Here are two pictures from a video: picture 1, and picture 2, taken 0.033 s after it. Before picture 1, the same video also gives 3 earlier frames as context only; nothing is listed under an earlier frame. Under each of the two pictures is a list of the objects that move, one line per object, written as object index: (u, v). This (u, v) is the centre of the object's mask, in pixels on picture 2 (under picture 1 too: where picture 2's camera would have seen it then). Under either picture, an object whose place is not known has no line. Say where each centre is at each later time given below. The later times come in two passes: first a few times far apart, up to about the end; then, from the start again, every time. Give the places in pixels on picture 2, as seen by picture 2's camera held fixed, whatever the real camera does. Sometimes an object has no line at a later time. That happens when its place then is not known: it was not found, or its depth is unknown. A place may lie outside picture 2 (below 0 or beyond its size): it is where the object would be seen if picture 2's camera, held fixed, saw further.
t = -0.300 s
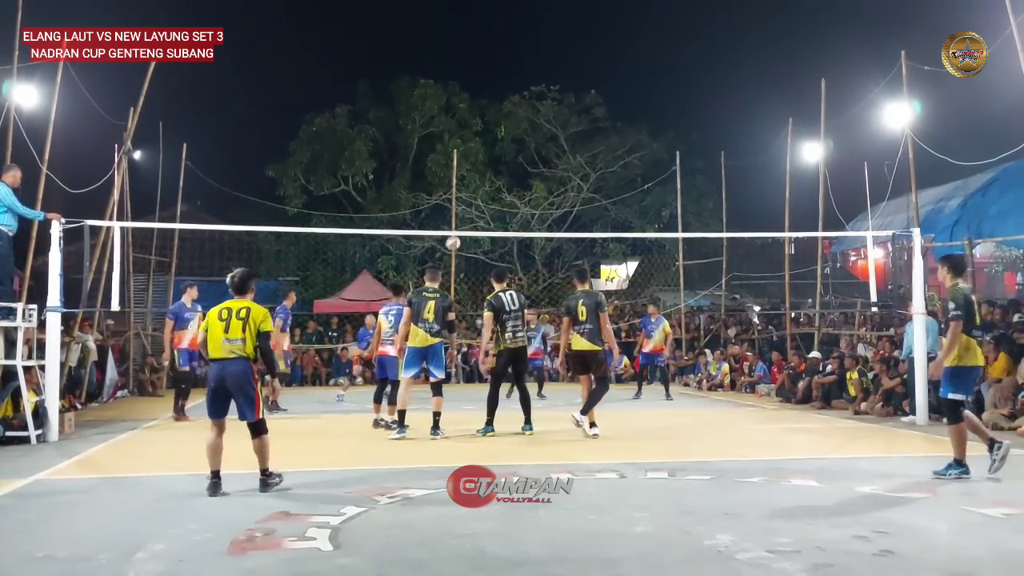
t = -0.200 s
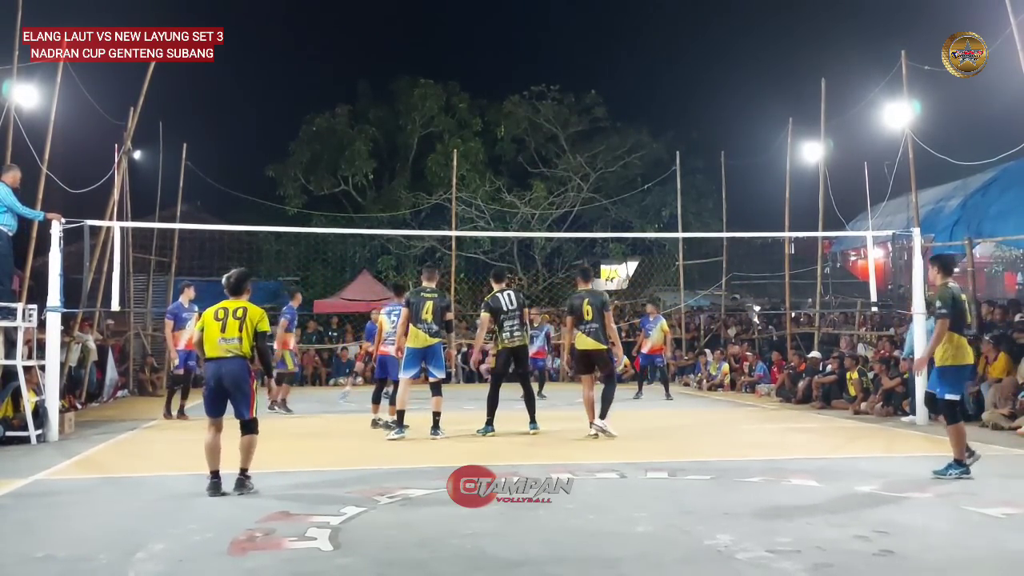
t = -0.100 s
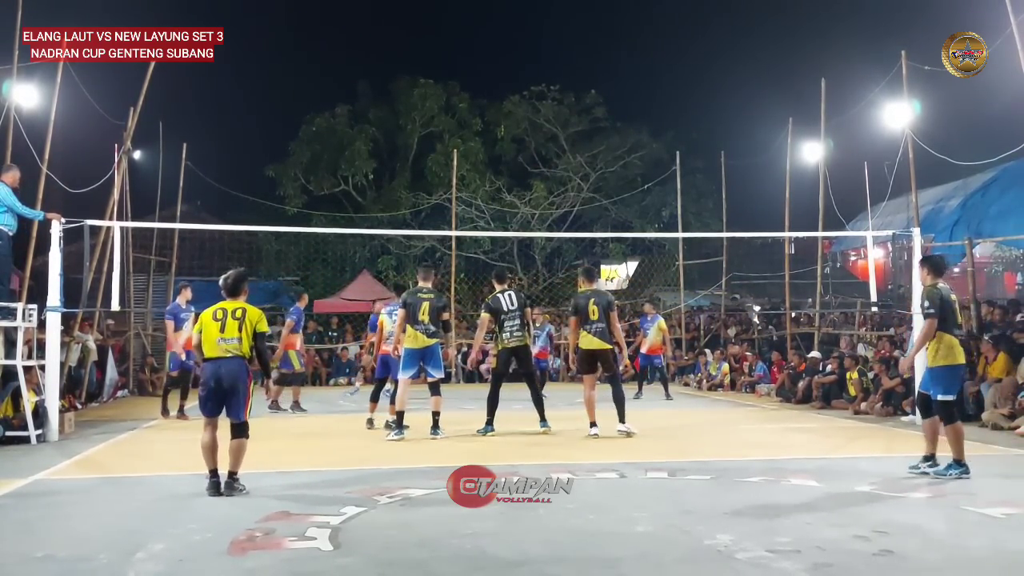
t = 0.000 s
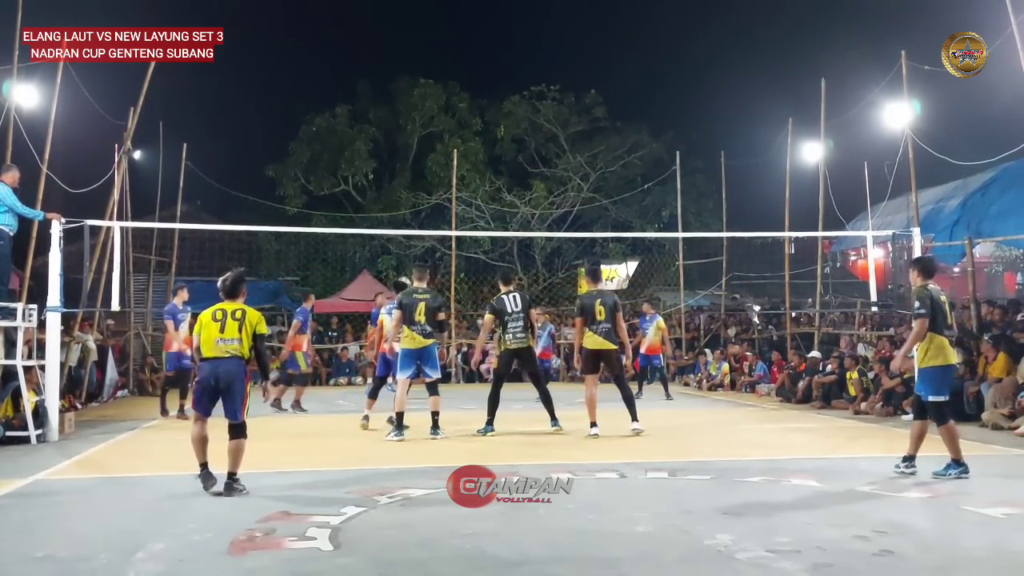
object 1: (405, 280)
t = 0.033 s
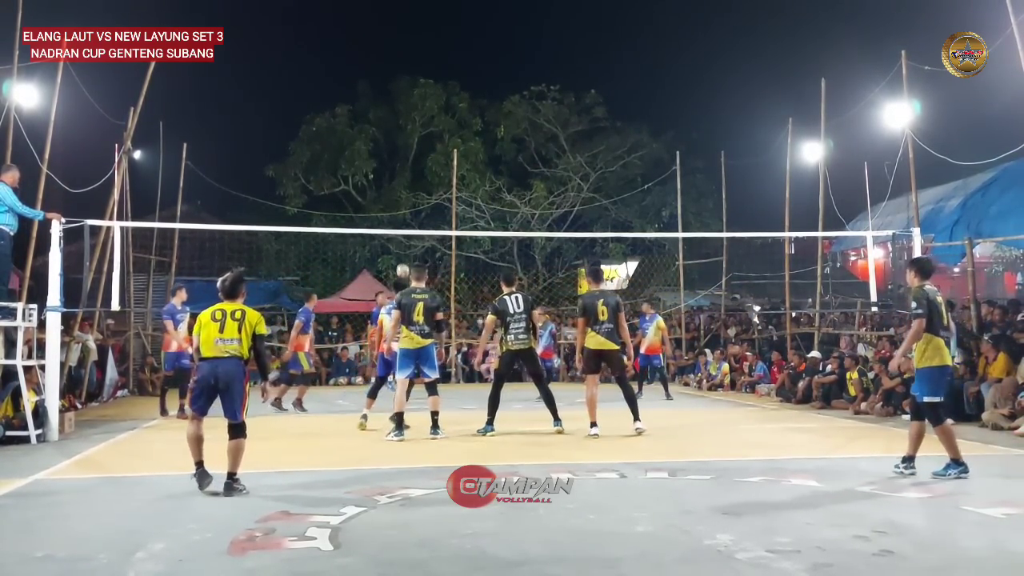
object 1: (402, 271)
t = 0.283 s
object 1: (394, 197)
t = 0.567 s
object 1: (383, 151)
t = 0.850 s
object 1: (371, 156)
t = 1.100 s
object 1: (359, 209)
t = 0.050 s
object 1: (402, 265)
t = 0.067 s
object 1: (401, 258)
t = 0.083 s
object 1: (401, 254)
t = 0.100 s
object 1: (400, 248)
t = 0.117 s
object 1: (399, 242)
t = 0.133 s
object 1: (399, 239)
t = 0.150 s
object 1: (398, 232)
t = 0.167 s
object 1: (398, 225)
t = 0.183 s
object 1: (397, 223)
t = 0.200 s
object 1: (397, 218)
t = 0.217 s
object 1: (396, 213)
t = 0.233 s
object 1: (396, 210)
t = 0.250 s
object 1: (395, 204)
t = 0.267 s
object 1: (394, 200)
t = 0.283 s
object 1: (394, 197)
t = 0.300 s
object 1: (393, 192)
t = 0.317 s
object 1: (392, 189)
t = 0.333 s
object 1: (392, 186)
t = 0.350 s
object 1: (391, 182)
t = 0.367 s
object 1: (390, 178)
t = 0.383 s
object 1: (390, 176)
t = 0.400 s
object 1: (389, 172)
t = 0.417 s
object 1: (389, 170)
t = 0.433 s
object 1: (388, 167)
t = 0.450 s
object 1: (388, 164)
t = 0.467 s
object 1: (387, 162)
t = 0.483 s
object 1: (386, 160)
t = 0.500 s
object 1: (385, 158)
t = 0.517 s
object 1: (385, 156)
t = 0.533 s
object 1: (384, 154)
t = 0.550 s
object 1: (383, 152)
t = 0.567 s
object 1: (383, 151)
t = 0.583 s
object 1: (382, 150)
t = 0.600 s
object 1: (382, 149)
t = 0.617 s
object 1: (381, 148)
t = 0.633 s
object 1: (380, 148)
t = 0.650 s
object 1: (379, 147)
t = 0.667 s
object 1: (379, 147)
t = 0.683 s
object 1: (378, 146)
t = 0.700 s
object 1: (377, 147)
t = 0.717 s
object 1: (377, 147)
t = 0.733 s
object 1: (376, 147)
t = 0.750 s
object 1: (375, 148)
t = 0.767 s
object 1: (375, 148)
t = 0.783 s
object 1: (374, 150)
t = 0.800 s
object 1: (373, 151)
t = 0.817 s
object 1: (373, 152)
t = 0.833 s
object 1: (372, 154)
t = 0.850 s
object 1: (371, 156)
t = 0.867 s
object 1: (370, 158)
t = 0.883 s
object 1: (370, 160)
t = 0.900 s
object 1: (369, 163)
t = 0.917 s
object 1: (368, 165)
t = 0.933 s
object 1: (368, 168)
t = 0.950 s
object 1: (366, 171)
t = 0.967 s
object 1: (366, 174)
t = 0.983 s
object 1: (365, 178)
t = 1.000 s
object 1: (364, 182)
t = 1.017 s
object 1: (363, 186)
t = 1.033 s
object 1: (363, 190)
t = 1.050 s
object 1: (362, 195)
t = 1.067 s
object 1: (361, 199)
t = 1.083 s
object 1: (360, 203)
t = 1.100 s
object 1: (359, 209)
